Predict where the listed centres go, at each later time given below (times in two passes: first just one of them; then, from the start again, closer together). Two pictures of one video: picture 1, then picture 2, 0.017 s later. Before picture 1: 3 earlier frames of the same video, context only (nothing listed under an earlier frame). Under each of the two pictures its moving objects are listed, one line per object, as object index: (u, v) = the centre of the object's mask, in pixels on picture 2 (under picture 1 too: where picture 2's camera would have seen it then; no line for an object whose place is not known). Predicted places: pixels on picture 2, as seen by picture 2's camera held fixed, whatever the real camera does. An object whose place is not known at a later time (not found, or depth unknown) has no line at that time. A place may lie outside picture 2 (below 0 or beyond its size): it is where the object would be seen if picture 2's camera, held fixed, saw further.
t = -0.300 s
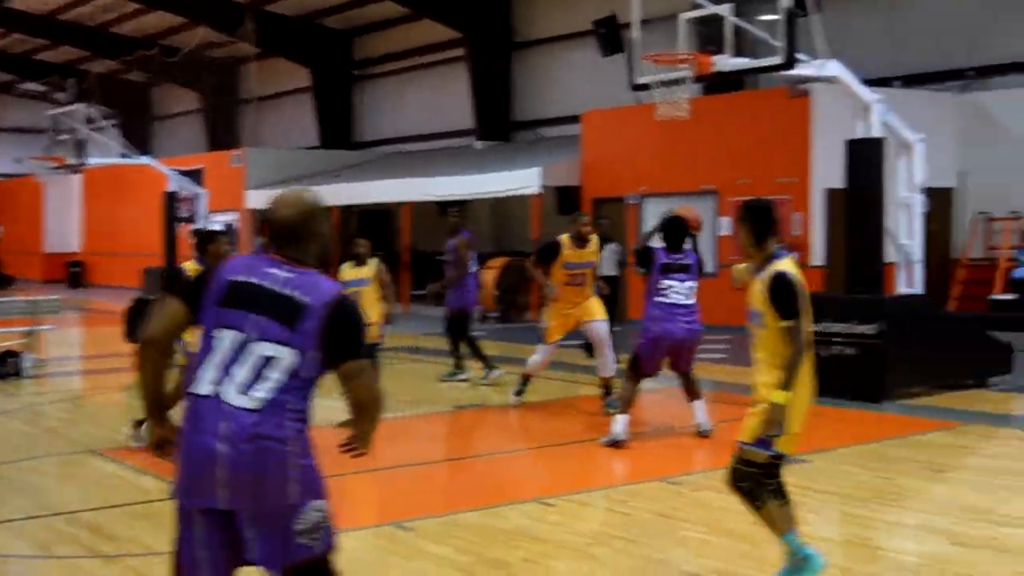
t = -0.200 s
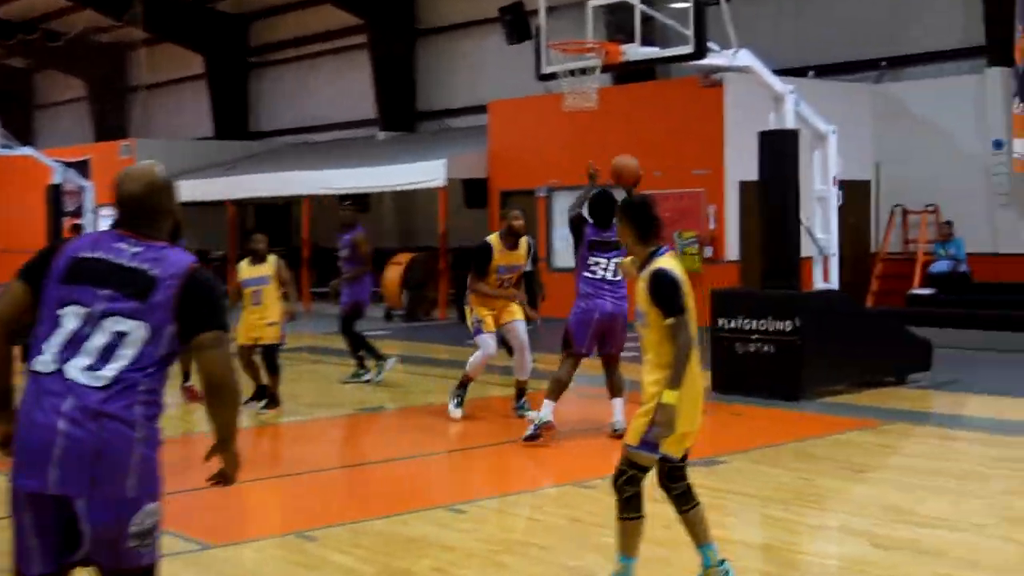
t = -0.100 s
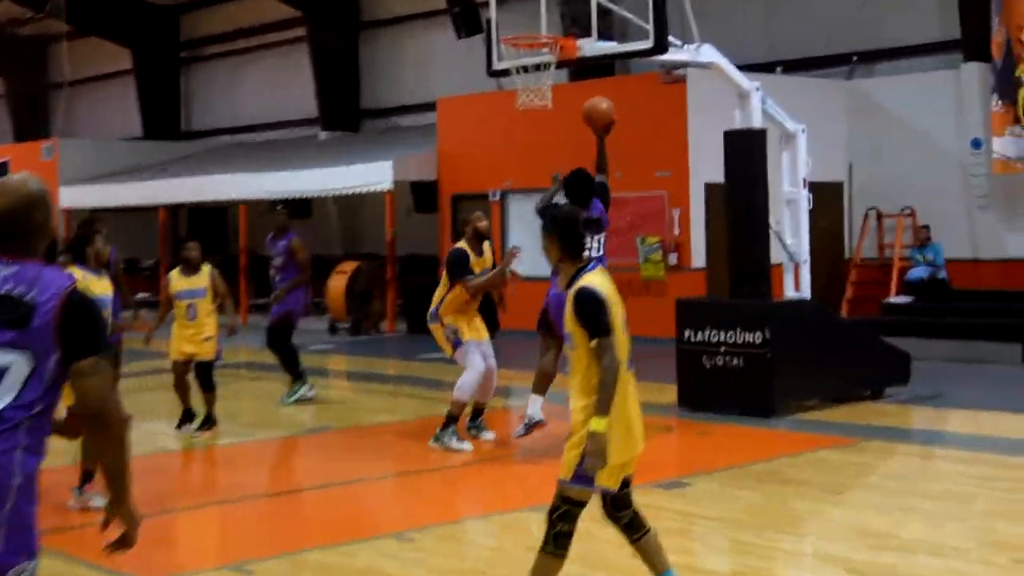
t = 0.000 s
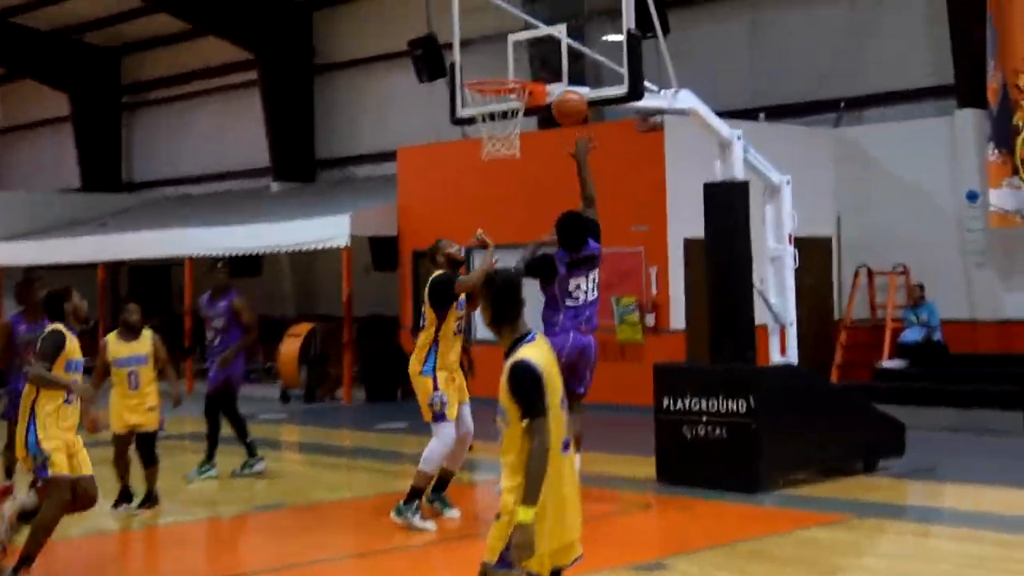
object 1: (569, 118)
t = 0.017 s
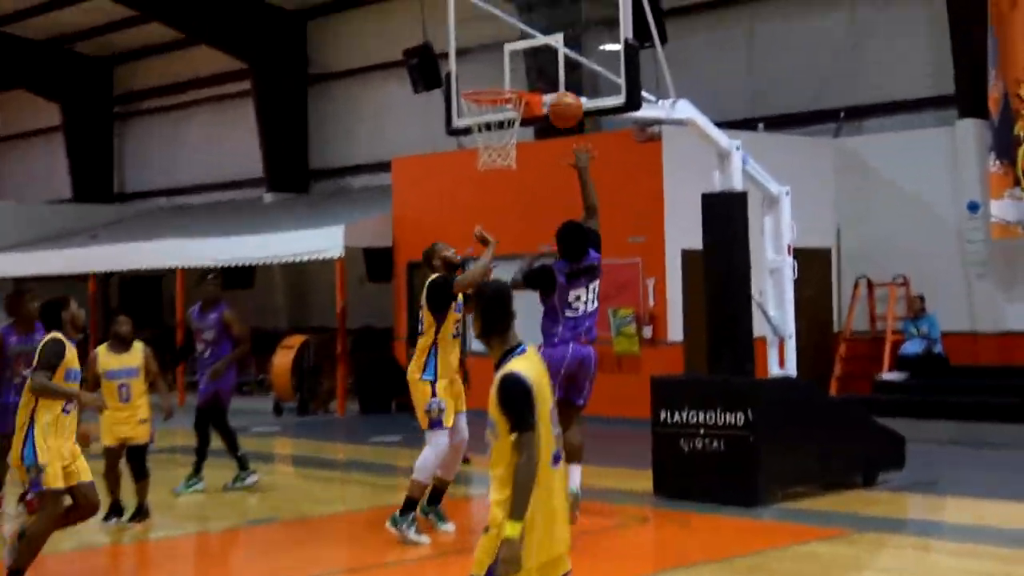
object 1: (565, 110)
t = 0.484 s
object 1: (502, 64)
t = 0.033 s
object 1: (563, 104)
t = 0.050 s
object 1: (562, 97)
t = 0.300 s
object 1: (538, 44)
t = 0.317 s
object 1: (535, 44)
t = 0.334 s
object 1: (532, 44)
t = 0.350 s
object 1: (529, 45)
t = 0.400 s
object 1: (517, 49)
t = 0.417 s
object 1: (514, 51)
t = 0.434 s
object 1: (511, 54)
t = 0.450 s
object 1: (508, 58)
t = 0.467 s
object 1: (505, 60)
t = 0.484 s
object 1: (502, 64)
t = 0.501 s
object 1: (498, 68)
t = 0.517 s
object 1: (495, 72)
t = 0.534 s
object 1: (492, 76)
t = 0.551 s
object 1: (488, 79)
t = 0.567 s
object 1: (485, 82)
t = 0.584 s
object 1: (483, 92)
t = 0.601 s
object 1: (480, 98)
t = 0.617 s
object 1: (477, 108)
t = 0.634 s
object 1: (477, 112)
